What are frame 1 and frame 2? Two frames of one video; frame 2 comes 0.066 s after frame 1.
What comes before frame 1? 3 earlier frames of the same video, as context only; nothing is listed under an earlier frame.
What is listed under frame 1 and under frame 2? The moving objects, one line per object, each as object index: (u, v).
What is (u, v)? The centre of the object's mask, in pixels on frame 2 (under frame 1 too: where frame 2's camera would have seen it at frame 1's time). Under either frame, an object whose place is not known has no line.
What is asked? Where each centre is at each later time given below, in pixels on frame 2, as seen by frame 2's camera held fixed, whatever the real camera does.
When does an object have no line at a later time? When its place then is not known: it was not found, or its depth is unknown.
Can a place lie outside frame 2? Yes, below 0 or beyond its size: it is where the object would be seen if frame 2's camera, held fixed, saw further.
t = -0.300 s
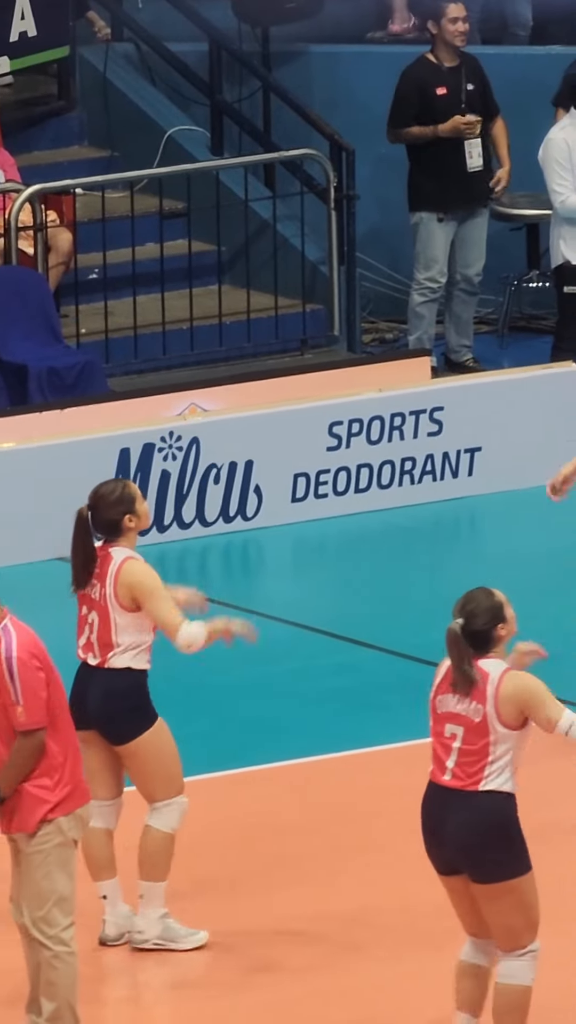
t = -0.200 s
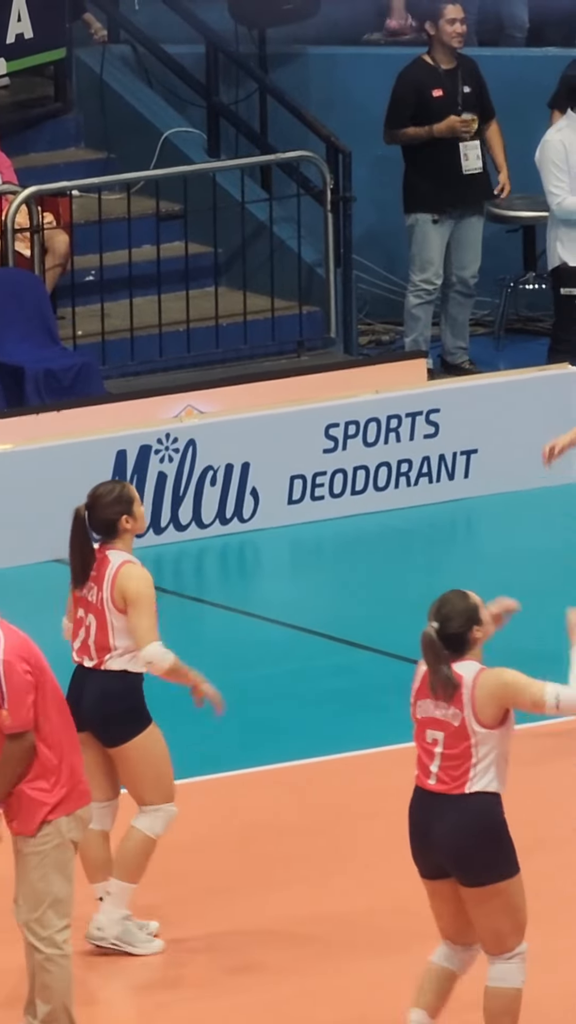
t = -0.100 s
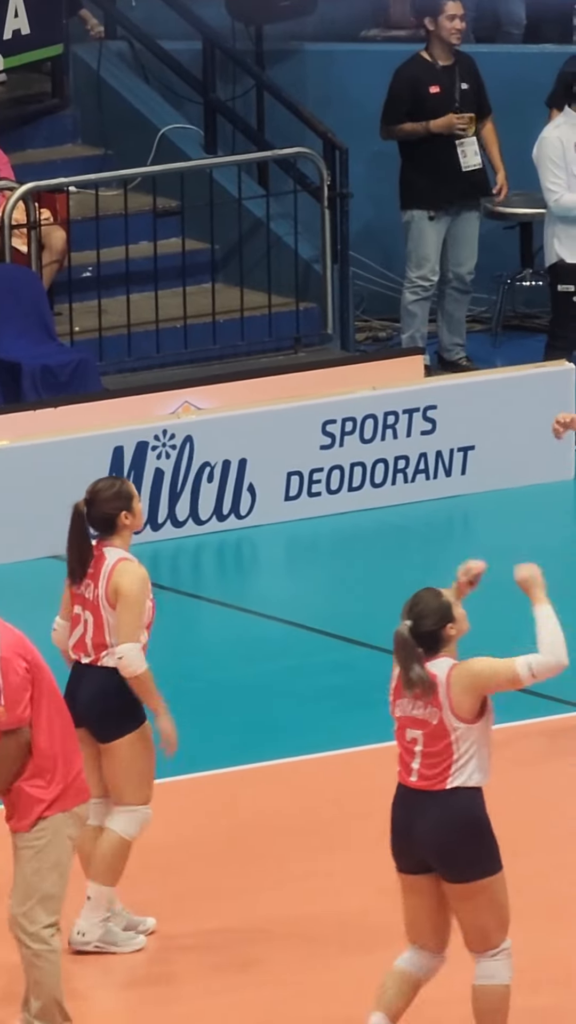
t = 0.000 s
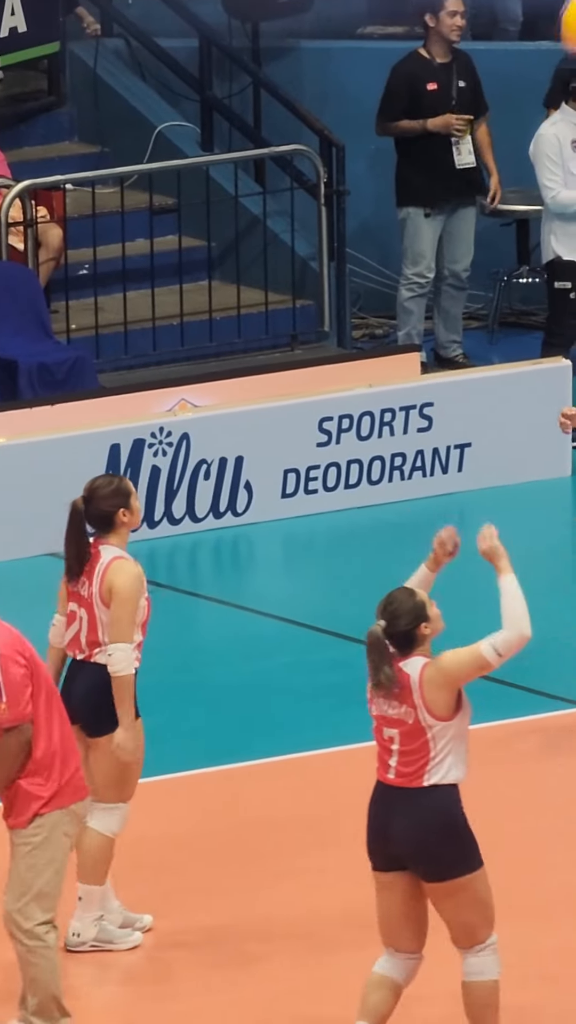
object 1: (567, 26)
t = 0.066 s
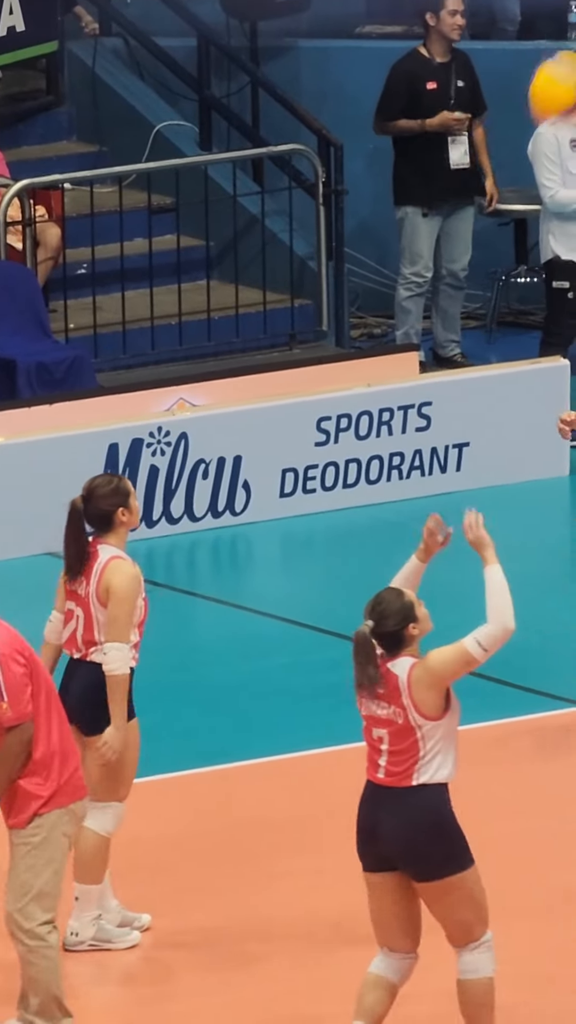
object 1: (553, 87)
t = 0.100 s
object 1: (540, 138)
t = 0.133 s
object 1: (520, 198)
